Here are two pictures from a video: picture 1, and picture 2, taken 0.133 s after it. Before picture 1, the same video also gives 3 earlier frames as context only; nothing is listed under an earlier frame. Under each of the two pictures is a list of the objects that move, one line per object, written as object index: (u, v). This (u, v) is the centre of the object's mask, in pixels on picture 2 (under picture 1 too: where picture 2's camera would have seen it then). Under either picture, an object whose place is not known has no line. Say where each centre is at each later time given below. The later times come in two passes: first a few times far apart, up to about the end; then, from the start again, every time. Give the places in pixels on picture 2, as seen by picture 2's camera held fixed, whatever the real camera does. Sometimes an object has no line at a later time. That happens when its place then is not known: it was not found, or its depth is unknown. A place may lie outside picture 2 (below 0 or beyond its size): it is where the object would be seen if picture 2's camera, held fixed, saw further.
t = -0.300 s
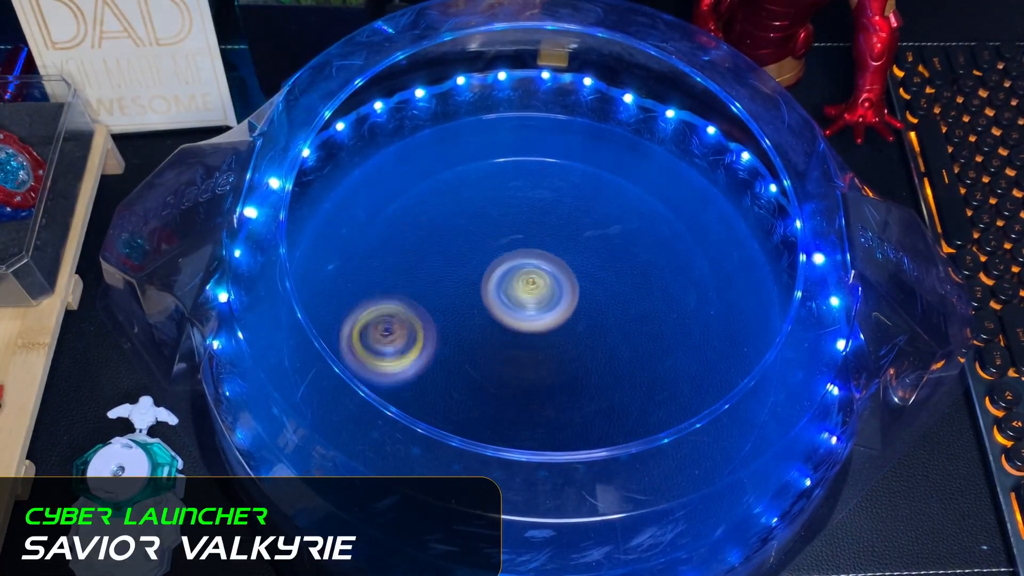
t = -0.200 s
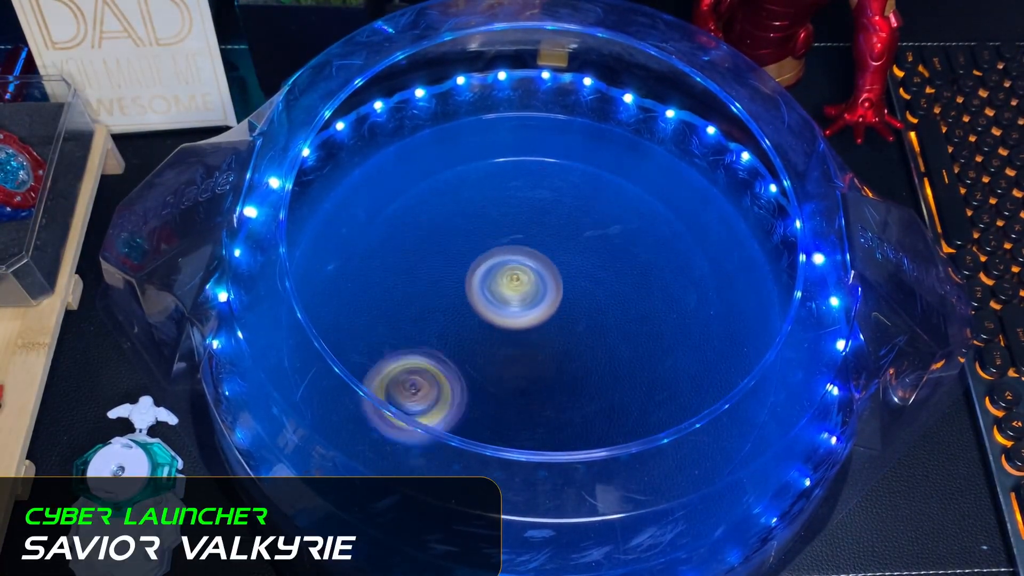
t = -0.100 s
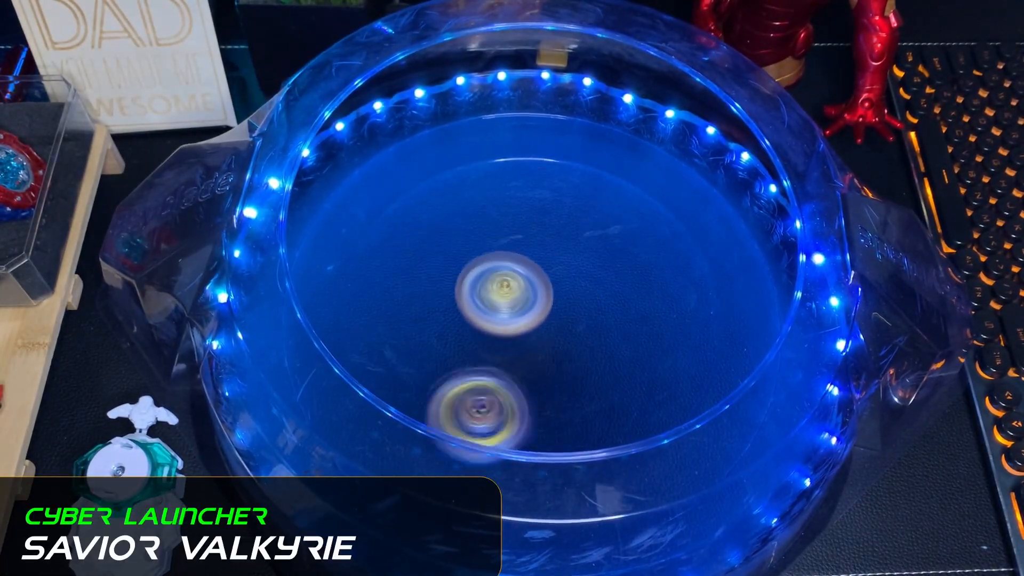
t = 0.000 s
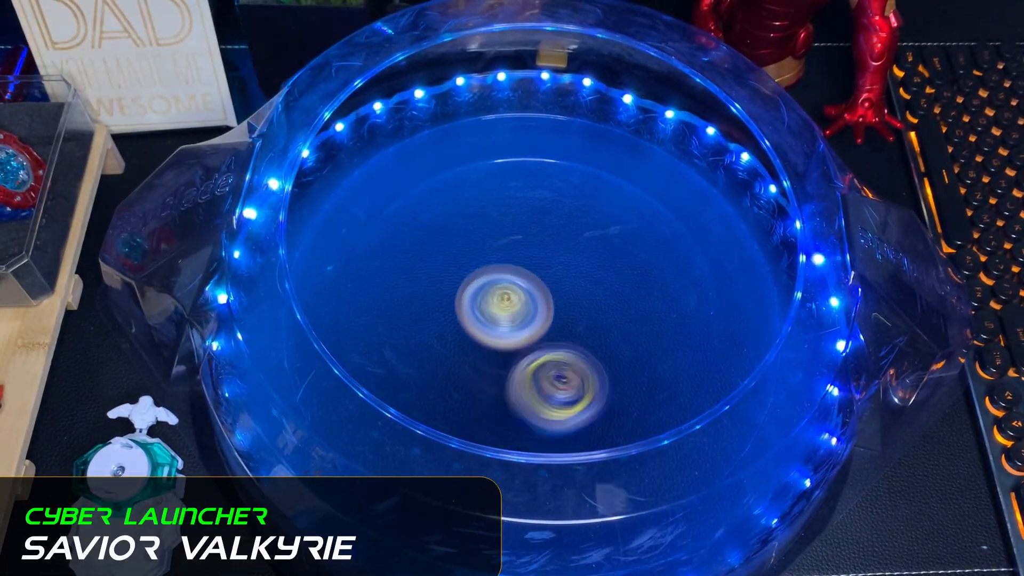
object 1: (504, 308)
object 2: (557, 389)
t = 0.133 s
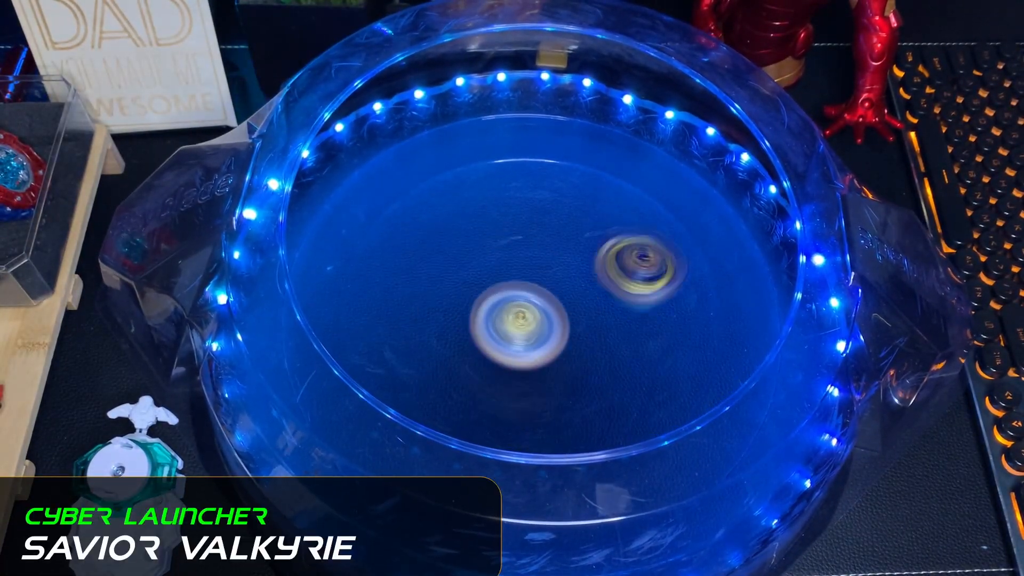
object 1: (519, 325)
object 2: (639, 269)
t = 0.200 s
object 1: (528, 330)
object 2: (649, 208)
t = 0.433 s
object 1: (541, 304)
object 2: (582, 94)
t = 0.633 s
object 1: (518, 282)
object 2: (462, 111)
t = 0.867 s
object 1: (504, 309)
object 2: (354, 166)
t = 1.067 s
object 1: (537, 317)
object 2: (320, 223)
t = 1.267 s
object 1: (549, 294)
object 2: (339, 273)
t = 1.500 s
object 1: (521, 285)
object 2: (533, 363)
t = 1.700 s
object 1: (518, 316)
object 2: (721, 282)
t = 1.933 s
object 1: (553, 310)
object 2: (727, 155)
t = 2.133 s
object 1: (538, 290)
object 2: (644, 105)
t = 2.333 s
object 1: (524, 304)
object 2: (520, 125)
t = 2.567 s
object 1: (547, 320)
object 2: (396, 278)
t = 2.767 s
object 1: (543, 299)
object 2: (474, 464)
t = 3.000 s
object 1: (529, 306)
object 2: (681, 515)
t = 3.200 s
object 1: (540, 318)
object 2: (771, 410)
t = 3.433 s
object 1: (537, 309)
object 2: (722, 237)
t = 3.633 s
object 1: (537, 306)
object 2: (574, 149)
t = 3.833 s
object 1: (538, 315)
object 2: (366, 185)
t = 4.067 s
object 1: (537, 320)
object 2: (257, 327)
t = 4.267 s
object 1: (539, 315)
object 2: (407, 403)
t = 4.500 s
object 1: (535, 314)
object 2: (694, 342)
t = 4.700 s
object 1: (528, 311)
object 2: (746, 175)
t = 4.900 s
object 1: (529, 303)
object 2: (623, 110)
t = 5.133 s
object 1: (534, 308)
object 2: (433, 132)
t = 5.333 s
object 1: (533, 313)
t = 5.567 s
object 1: (533, 310)
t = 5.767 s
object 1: (532, 306)
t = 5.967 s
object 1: (532, 307)
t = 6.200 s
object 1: (534, 312)
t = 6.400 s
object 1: (541, 313)
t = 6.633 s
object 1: (536, 315)
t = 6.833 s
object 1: (533, 311)
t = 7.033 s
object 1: (535, 306)
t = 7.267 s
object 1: (534, 312)
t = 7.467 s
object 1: (537, 318)
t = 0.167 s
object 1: (524, 329)
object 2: (646, 240)
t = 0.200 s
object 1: (528, 330)
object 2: (649, 208)
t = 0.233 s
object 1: (533, 331)
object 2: (648, 187)
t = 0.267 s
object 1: (536, 330)
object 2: (645, 166)
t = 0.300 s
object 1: (539, 327)
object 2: (634, 149)
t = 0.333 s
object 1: (542, 322)
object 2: (623, 136)
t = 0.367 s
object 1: (543, 317)
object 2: (610, 120)
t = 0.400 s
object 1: (543, 310)
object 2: (599, 104)
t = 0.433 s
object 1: (541, 304)
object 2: (582, 94)
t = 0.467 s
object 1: (539, 298)
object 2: (565, 90)
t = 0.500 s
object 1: (536, 293)
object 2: (545, 94)
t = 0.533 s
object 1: (532, 288)
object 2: (525, 100)
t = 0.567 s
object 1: (528, 285)
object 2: (504, 105)
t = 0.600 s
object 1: (523, 282)
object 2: (482, 109)
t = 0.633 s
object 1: (518, 282)
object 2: (462, 111)
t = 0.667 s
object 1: (513, 283)
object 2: (441, 111)
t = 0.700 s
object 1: (508, 286)
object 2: (421, 111)
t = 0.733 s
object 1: (504, 289)
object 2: (405, 120)
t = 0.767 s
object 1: (501, 294)
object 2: (392, 134)
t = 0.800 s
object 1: (500, 298)
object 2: (379, 146)
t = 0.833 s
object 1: (501, 303)
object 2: (367, 157)
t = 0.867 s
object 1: (504, 309)
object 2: (354, 166)
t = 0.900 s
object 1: (509, 313)
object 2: (344, 175)
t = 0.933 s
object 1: (514, 316)
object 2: (336, 183)
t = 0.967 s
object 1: (519, 318)
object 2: (329, 190)
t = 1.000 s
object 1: (525, 319)
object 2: (325, 200)
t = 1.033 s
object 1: (531, 318)
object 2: (321, 211)
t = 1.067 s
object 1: (537, 317)
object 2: (320, 223)
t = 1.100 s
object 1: (543, 314)
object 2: (315, 231)
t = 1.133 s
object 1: (547, 311)
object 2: (316, 241)
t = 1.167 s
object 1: (549, 307)
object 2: (319, 248)
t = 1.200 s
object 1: (551, 302)
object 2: (327, 257)
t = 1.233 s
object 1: (550, 298)
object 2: (332, 266)
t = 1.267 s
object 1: (549, 294)
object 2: (339, 273)
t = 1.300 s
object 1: (546, 290)
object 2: (352, 283)
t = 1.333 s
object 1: (542, 286)
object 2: (370, 295)
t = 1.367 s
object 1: (538, 284)
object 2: (393, 310)
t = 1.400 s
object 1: (533, 282)
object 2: (423, 326)
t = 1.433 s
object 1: (529, 283)
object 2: (455, 341)
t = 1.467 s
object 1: (526, 283)
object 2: (491, 355)
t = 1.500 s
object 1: (521, 285)
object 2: (533, 363)
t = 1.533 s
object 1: (517, 292)
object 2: (577, 360)
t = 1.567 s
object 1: (515, 298)
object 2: (615, 352)
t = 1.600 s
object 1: (514, 303)
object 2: (651, 339)
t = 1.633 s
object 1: (514, 307)
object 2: (681, 322)
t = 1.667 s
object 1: (515, 311)
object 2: (704, 303)
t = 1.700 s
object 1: (518, 316)
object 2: (721, 282)
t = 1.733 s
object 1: (523, 318)
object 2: (730, 263)
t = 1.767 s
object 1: (529, 320)
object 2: (734, 244)
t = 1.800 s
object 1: (535, 321)
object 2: (737, 226)
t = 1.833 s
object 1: (542, 320)
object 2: (741, 207)
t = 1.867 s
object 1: (547, 318)
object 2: (743, 187)
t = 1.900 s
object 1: (551, 314)
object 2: (735, 170)
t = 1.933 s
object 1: (553, 310)
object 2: (727, 155)
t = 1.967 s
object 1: (555, 306)
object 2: (718, 142)
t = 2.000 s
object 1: (554, 301)
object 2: (710, 130)
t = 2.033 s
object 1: (551, 297)
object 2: (695, 121)
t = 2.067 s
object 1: (548, 294)
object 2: (679, 114)
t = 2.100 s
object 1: (543, 291)
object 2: (662, 109)
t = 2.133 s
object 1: (538, 290)
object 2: (644, 105)
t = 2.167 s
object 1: (533, 289)
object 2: (625, 103)
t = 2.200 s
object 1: (529, 290)
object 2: (604, 103)
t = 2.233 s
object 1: (526, 291)
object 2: (580, 109)
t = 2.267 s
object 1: (524, 294)
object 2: (561, 112)
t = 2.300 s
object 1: (523, 298)
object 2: (541, 116)
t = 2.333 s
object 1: (524, 304)
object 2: (520, 125)
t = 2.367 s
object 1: (526, 309)
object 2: (500, 133)
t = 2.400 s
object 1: (528, 313)
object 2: (480, 145)
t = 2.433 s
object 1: (532, 317)
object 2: (459, 164)
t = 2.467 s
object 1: (536, 320)
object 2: (440, 187)
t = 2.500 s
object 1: (540, 321)
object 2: (423, 213)
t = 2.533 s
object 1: (544, 321)
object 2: (407, 245)
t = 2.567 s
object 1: (547, 320)
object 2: (396, 278)
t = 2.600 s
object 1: (550, 317)
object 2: (392, 313)
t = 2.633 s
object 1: (551, 313)
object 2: (394, 347)
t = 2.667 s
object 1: (551, 309)
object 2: (404, 380)
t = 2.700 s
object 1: (549, 305)
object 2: (420, 411)
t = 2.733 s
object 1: (546, 302)
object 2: (444, 434)
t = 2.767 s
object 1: (543, 299)
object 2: (474, 464)
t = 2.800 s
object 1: (540, 298)
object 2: (502, 491)
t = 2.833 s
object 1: (537, 297)
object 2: (537, 515)
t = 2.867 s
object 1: (534, 297)
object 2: (564, 525)
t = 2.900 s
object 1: (532, 298)
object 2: (592, 525)
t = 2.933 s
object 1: (531, 300)
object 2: (622, 522)
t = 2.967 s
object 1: (530, 303)
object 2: (653, 519)
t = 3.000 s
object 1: (529, 306)
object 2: (681, 515)
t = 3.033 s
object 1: (530, 310)
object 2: (707, 510)
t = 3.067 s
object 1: (532, 313)
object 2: (731, 500)
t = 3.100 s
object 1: (534, 315)
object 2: (745, 478)
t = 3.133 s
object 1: (537, 316)
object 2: (758, 458)
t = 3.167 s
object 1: (539, 318)
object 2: (766, 433)
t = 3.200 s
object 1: (540, 318)
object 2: (771, 410)
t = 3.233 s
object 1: (541, 318)
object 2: (773, 385)
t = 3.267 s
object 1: (540, 317)
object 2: (769, 360)
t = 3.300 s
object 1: (540, 316)
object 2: (764, 332)
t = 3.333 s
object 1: (539, 314)
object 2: (752, 304)
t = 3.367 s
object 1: (538, 312)
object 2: (749, 280)
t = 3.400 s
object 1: (537, 311)
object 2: (737, 258)
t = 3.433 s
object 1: (537, 309)
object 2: (722, 237)
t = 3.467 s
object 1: (537, 308)
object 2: (707, 216)
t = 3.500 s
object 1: (537, 307)
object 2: (688, 197)
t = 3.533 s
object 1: (536, 306)
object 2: (665, 181)
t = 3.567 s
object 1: (536, 306)
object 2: (637, 168)
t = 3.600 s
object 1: (536, 306)
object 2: (606, 158)
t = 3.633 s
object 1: (537, 306)
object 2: (574, 149)
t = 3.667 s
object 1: (537, 307)
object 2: (538, 147)
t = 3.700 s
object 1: (537, 308)
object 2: (502, 144)
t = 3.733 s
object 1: (537, 310)
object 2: (465, 148)
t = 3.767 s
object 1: (537, 311)
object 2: (430, 157)
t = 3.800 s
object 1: (537, 313)
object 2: (397, 170)
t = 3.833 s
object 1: (538, 315)
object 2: (366, 185)
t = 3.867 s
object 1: (538, 317)
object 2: (337, 201)
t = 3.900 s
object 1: (539, 318)
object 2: (313, 218)
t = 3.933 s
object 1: (539, 319)
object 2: (293, 232)
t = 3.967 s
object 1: (539, 319)
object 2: (281, 255)
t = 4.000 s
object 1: (538, 320)
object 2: (273, 281)
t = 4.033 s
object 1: (538, 320)
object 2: (263, 303)
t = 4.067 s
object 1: (537, 320)
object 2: (257, 327)
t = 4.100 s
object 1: (536, 319)
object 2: (265, 343)
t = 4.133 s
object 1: (537, 318)
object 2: (292, 358)
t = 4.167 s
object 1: (537, 318)
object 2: (318, 371)
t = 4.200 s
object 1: (537, 317)
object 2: (344, 385)
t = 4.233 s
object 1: (538, 316)
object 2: (375, 394)
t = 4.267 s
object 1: (539, 315)
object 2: (407, 403)
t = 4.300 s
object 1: (539, 314)
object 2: (445, 411)
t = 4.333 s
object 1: (539, 314)
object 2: (489, 414)
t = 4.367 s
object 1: (538, 314)
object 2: (536, 413)
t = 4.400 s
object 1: (537, 314)
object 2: (583, 406)
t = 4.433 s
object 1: (536, 314)
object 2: (623, 391)
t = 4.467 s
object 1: (536, 314)
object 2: (661, 370)
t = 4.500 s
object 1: (535, 314)
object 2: (694, 342)
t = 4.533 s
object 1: (534, 314)
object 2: (718, 309)
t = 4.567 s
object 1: (533, 314)
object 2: (737, 275)
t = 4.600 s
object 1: (531, 314)
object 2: (748, 248)
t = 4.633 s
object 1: (530, 313)
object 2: (755, 220)
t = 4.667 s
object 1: (529, 313)
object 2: (753, 195)
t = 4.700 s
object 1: (528, 311)
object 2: (746, 175)
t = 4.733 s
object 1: (528, 310)
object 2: (741, 155)
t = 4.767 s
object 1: (528, 308)
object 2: (718, 142)
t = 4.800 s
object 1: (527, 306)
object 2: (696, 130)
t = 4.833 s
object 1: (528, 305)
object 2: (673, 119)
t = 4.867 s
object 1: (528, 304)
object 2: (649, 112)
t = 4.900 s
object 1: (529, 303)
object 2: (623, 110)
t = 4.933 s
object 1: (530, 303)
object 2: (590, 109)
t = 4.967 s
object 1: (530, 303)
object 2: (561, 110)
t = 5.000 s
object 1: (531, 303)
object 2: (535, 112)
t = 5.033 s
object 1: (532, 304)
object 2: (509, 112)
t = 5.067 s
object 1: (533, 305)
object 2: (482, 118)
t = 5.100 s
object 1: (533, 307)
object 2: (457, 125)
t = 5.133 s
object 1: (534, 308)
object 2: (433, 132)
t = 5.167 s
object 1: (534, 309)
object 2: (411, 139)
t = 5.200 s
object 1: (534, 311)
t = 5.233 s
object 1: (534, 312)
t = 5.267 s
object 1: (534, 313)
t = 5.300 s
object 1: (533, 313)
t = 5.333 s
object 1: (533, 313)
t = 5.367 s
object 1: (533, 314)
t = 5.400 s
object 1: (533, 313)
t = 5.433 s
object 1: (533, 313)
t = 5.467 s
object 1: (533, 313)
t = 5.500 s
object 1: (533, 312)
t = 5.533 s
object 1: (533, 311)
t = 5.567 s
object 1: (533, 310)
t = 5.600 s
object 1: (533, 309)
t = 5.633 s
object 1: (533, 308)
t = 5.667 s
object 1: (532, 307)
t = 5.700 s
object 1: (532, 306)
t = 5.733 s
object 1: (532, 306)
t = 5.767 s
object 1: (532, 306)
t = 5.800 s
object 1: (532, 306)
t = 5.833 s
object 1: (532, 305)
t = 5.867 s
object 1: (532, 305)
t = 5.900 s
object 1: (532, 306)
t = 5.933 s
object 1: (532, 306)
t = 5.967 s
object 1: (532, 307)
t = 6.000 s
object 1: (532, 307)
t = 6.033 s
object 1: (532, 308)
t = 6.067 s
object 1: (532, 308)
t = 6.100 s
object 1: (531, 309)
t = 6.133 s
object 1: (532, 310)
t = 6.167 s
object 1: (532, 311)
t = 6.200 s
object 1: (534, 312)
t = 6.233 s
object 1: (535, 312)
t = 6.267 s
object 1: (537, 312)
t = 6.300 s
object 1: (538, 313)
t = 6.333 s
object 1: (540, 313)
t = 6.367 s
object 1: (541, 313)
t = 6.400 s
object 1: (541, 313)
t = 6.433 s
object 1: (542, 313)
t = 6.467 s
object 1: (541, 314)
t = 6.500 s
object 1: (541, 314)
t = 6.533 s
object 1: (540, 314)
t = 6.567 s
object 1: (539, 315)
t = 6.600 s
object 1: (537, 314)
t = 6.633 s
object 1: (536, 315)
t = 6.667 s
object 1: (536, 314)
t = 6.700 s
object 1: (535, 314)
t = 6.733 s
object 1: (534, 313)
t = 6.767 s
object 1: (533, 312)
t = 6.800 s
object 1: (533, 311)
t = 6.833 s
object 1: (533, 311)
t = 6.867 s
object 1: (534, 309)
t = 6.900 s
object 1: (534, 308)
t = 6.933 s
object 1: (534, 307)
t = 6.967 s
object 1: (534, 306)
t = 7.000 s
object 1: (535, 306)
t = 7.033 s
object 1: (535, 306)
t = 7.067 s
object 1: (536, 306)
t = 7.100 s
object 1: (536, 306)
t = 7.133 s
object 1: (536, 307)
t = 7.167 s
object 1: (536, 307)
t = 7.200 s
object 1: (535, 308)
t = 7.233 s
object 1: (535, 310)
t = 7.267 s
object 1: (534, 312)
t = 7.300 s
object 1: (534, 313)
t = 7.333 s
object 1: (534, 315)
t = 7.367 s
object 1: (535, 316)
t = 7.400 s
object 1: (535, 318)
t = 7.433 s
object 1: (536, 318)
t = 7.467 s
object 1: (537, 318)
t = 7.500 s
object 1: (538, 318)
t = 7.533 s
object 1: (539, 318)
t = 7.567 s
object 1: (540, 317)
